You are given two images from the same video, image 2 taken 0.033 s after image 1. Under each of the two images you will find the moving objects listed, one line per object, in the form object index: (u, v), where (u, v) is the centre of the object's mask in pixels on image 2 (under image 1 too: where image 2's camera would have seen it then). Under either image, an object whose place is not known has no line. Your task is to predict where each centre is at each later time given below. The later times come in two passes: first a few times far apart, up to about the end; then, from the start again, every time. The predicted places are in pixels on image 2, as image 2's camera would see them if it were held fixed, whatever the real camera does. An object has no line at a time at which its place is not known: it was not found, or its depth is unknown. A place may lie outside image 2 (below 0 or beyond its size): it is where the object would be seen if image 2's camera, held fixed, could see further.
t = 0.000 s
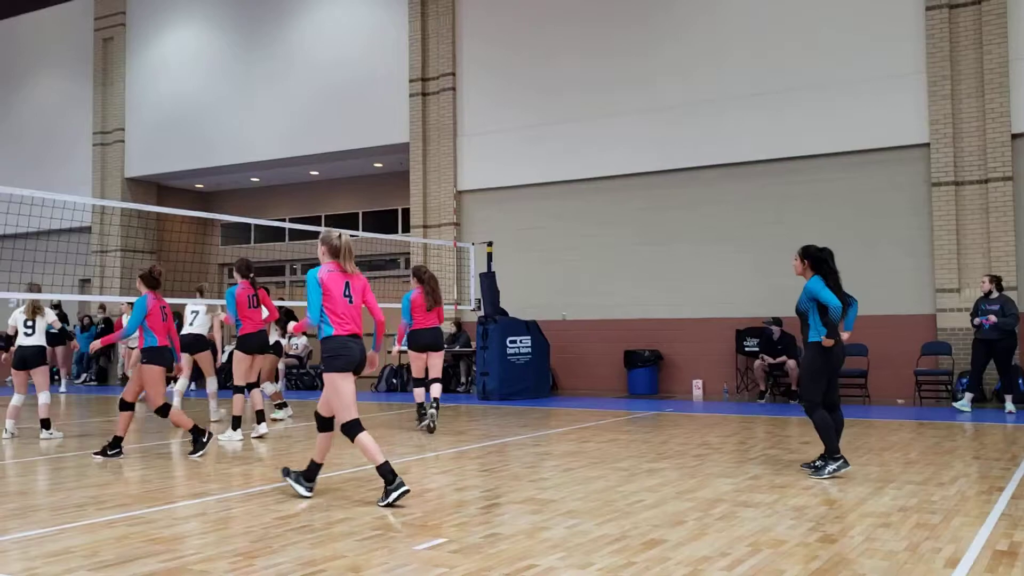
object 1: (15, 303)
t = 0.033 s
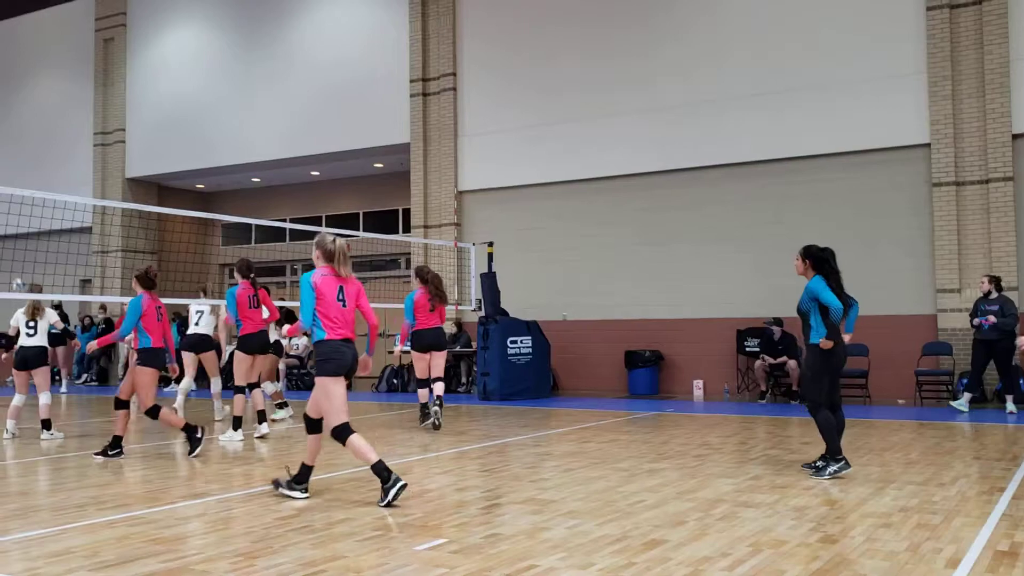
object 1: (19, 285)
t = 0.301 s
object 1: (29, 171)
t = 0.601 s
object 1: (38, 95)
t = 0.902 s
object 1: (44, 79)
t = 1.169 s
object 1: (49, 119)
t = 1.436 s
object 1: (56, 215)
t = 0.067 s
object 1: (19, 268)
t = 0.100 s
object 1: (21, 252)
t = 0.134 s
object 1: (21, 238)
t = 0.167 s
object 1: (24, 223)
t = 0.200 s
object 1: (26, 209)
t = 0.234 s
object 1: (26, 199)
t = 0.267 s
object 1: (29, 183)
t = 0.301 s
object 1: (29, 171)
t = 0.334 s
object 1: (30, 160)
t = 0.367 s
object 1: (32, 149)
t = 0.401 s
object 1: (32, 139)
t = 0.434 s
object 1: (33, 131)
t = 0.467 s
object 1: (34, 122)
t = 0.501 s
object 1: (35, 114)
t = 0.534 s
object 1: (36, 107)
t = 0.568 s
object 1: (37, 101)
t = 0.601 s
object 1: (38, 95)
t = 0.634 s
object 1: (38, 90)
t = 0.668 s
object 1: (39, 86)
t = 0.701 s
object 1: (39, 83)
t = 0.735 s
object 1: (41, 80)
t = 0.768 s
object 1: (41, 79)
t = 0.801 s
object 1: (42, 77)
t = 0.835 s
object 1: (43, 77)
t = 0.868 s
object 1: (43, 78)
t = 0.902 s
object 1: (44, 79)
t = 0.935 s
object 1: (45, 81)
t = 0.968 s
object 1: (46, 84)
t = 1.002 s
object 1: (46, 87)
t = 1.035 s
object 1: (47, 92)
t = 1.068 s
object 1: (47, 98)
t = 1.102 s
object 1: (48, 104)
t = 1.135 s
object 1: (49, 111)
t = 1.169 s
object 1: (49, 119)
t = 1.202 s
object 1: (50, 127)
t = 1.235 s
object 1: (51, 138)
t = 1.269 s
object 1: (52, 148)
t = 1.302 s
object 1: (52, 160)
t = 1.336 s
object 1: (54, 172)
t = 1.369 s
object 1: (55, 185)
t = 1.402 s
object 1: (56, 203)
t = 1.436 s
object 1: (56, 215)
